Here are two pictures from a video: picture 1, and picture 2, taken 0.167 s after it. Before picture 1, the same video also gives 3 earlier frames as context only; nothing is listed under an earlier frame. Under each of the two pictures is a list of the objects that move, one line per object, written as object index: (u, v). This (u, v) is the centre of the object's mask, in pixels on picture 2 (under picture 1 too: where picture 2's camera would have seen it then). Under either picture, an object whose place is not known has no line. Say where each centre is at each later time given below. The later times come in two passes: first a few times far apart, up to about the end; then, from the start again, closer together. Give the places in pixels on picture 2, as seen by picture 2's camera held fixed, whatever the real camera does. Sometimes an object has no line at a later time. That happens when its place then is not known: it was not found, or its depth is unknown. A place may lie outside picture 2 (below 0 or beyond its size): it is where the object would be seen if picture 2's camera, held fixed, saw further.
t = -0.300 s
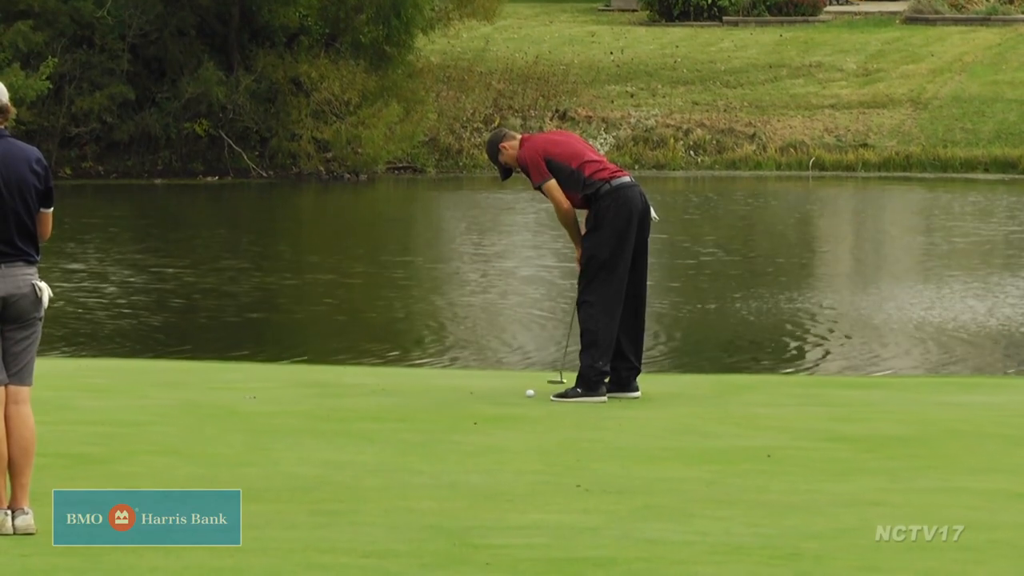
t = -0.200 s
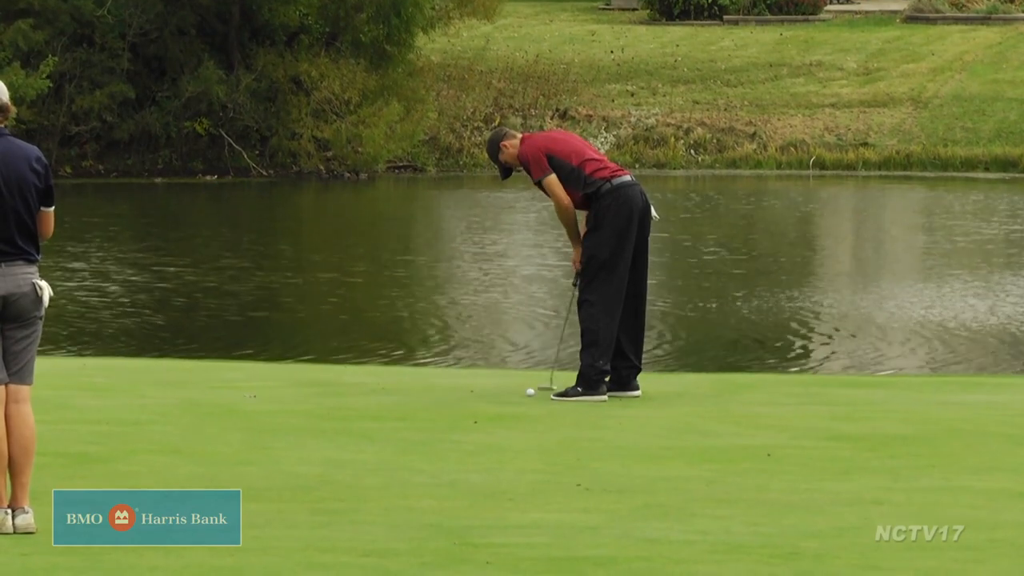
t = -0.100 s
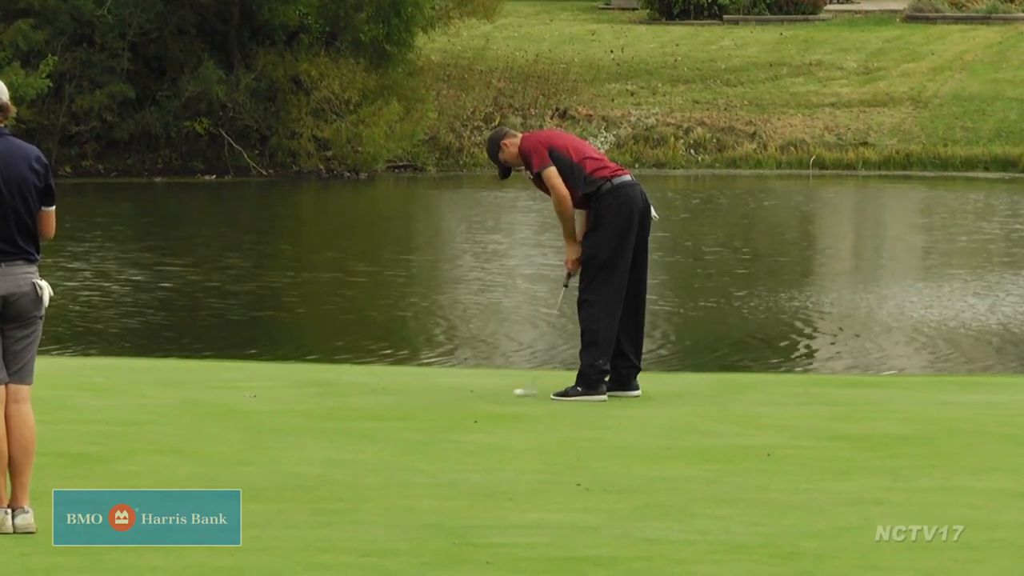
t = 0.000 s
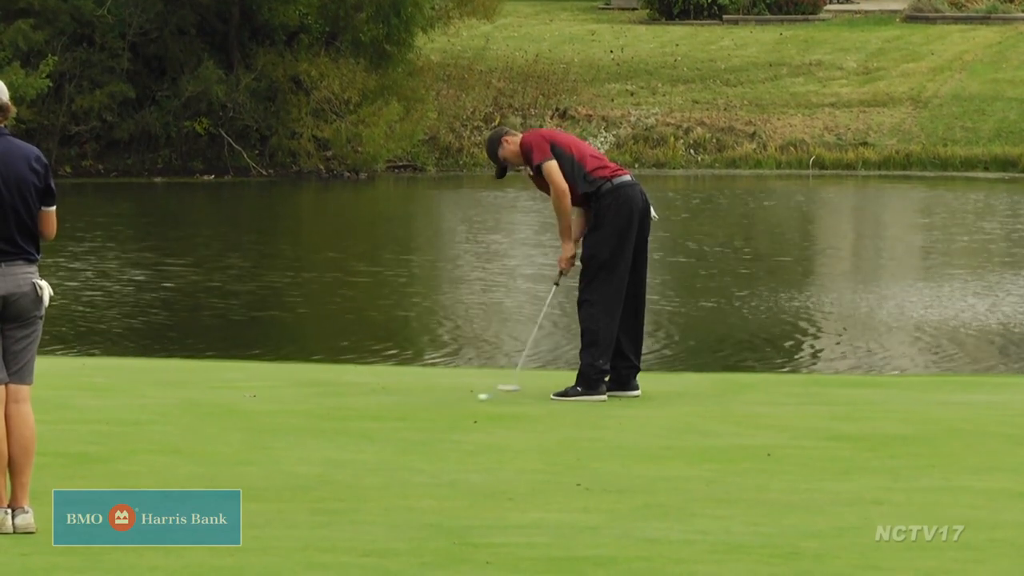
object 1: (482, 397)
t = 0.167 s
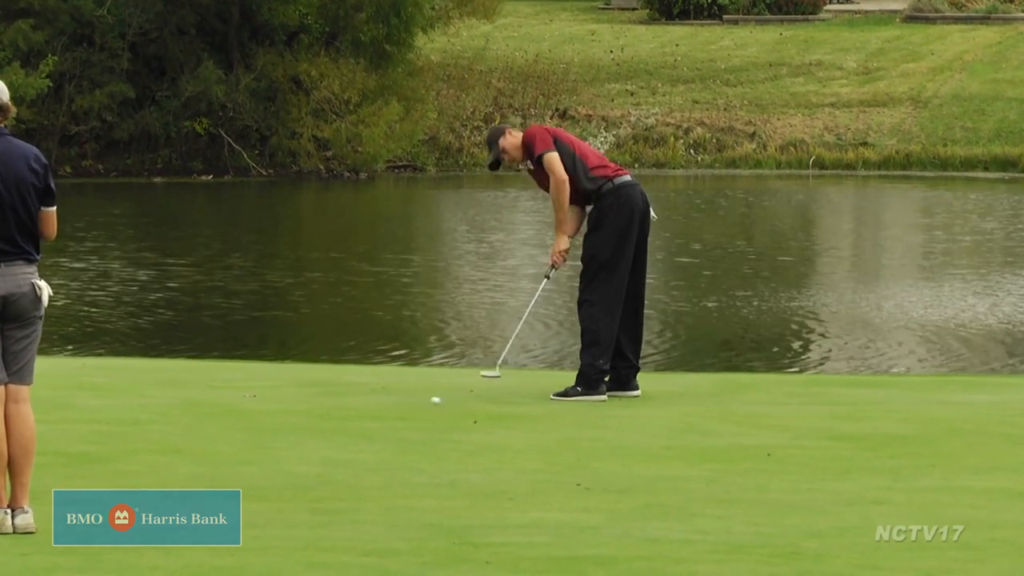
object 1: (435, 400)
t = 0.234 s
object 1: (420, 399)
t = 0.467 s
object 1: (363, 406)
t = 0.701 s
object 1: (309, 413)
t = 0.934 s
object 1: (257, 421)
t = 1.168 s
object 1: (206, 427)
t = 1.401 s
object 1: (161, 434)
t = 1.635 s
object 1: (118, 440)
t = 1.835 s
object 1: (84, 445)
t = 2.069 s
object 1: (47, 450)
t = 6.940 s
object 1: (-218, 479)
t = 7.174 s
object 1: (-218, 479)
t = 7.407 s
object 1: (-219, 480)
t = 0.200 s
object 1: (427, 399)
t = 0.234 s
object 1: (420, 399)
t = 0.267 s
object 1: (411, 402)
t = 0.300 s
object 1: (403, 402)
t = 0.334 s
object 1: (395, 403)
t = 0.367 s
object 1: (387, 404)
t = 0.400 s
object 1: (379, 404)
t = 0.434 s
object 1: (371, 405)
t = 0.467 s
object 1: (363, 406)
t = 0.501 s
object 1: (355, 408)
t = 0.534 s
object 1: (347, 409)
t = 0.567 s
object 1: (340, 410)
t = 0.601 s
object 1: (332, 410)
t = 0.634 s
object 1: (325, 412)
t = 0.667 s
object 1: (317, 413)
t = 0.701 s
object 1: (309, 413)
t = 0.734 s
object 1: (302, 414)
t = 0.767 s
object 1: (294, 416)
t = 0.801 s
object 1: (287, 416)
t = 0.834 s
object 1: (279, 418)
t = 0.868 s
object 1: (272, 419)
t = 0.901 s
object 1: (264, 420)
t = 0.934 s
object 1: (257, 421)
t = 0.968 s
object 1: (249, 422)
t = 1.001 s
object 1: (242, 422)
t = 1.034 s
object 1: (234, 423)
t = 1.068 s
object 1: (227, 425)
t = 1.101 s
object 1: (220, 425)
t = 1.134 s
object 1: (214, 426)
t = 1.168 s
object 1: (206, 427)
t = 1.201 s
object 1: (200, 428)
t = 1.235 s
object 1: (193, 429)
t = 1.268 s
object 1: (186, 430)
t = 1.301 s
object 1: (180, 430)
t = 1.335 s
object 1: (173, 432)
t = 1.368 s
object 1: (167, 433)
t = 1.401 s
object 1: (161, 434)
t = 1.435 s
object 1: (154, 435)
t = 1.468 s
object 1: (148, 436)
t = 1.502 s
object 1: (142, 437)
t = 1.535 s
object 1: (136, 438)
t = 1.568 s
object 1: (130, 439)
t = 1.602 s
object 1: (125, 439)
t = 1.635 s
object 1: (118, 440)
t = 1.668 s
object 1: (113, 441)
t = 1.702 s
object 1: (107, 441)
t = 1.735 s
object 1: (101, 443)
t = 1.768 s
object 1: (96, 443)
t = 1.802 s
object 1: (90, 444)
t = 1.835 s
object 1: (84, 445)
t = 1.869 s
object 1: (79, 445)
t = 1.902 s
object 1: (73, 446)
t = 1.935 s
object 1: (68, 447)
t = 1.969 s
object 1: (63, 448)
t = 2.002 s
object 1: (57, 449)
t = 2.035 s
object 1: (52, 449)
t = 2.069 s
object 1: (47, 450)
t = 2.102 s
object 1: (42, 451)
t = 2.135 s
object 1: (38, 451)
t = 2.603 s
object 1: (-29, 461)
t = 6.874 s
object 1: (-218, 478)
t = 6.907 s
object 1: (-218, 479)
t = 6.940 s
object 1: (-218, 479)
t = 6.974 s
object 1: (-218, 479)
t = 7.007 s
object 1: (-218, 479)
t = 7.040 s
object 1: (-218, 479)
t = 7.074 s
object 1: (-218, 479)
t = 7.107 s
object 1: (-218, 479)
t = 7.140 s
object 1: (-218, 479)
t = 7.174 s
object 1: (-218, 479)
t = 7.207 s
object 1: (-219, 479)
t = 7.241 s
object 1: (-218, 480)
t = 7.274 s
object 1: (-219, 480)
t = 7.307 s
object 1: (-218, 480)
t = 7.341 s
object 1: (-219, 480)
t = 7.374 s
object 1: (-219, 480)
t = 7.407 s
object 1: (-219, 480)
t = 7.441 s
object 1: (-219, 480)
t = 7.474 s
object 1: (-219, 480)
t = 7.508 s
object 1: (-219, 480)
